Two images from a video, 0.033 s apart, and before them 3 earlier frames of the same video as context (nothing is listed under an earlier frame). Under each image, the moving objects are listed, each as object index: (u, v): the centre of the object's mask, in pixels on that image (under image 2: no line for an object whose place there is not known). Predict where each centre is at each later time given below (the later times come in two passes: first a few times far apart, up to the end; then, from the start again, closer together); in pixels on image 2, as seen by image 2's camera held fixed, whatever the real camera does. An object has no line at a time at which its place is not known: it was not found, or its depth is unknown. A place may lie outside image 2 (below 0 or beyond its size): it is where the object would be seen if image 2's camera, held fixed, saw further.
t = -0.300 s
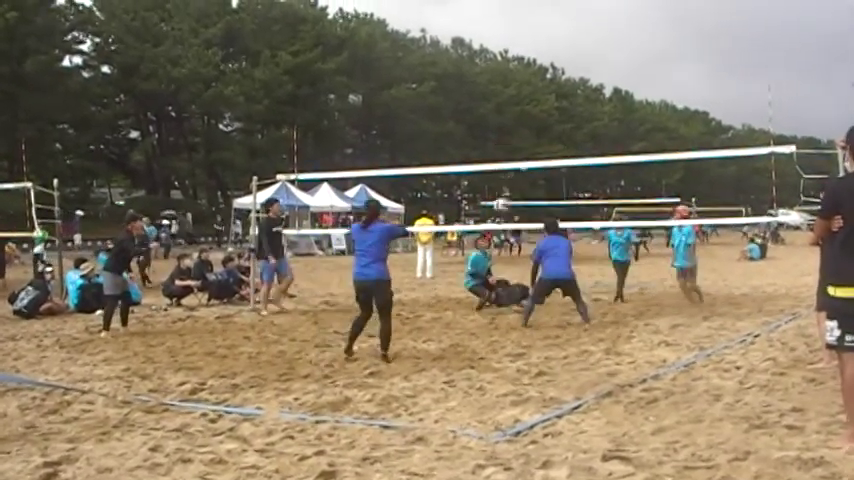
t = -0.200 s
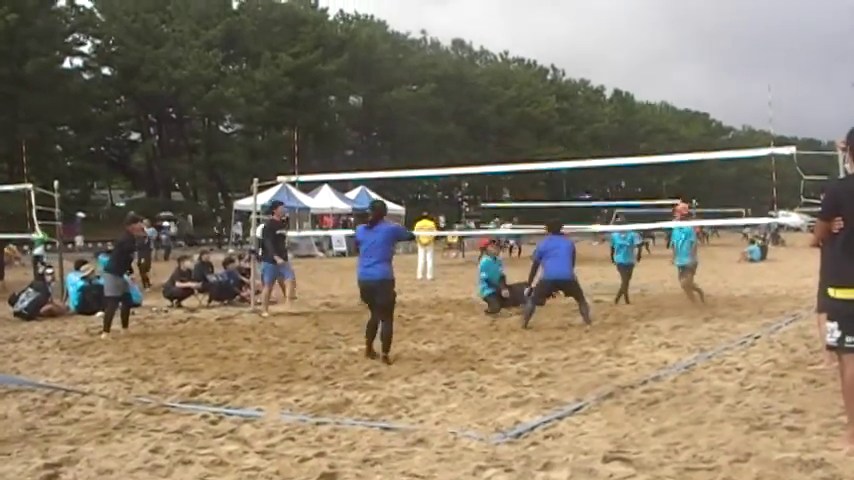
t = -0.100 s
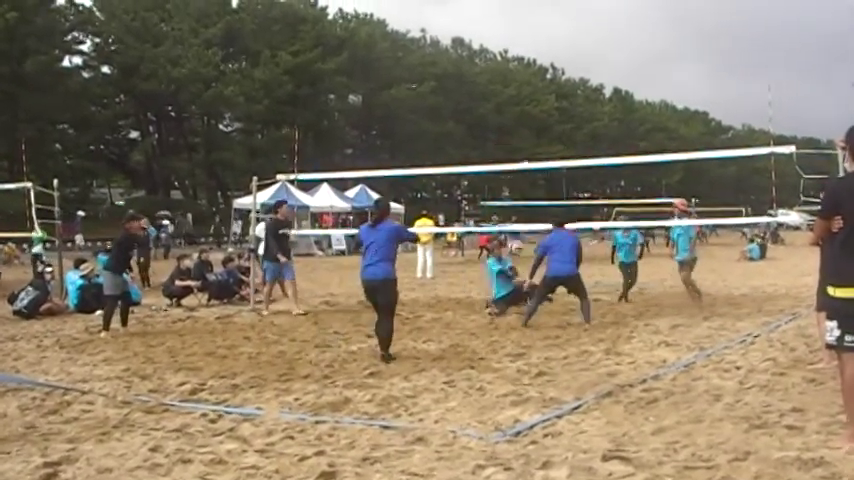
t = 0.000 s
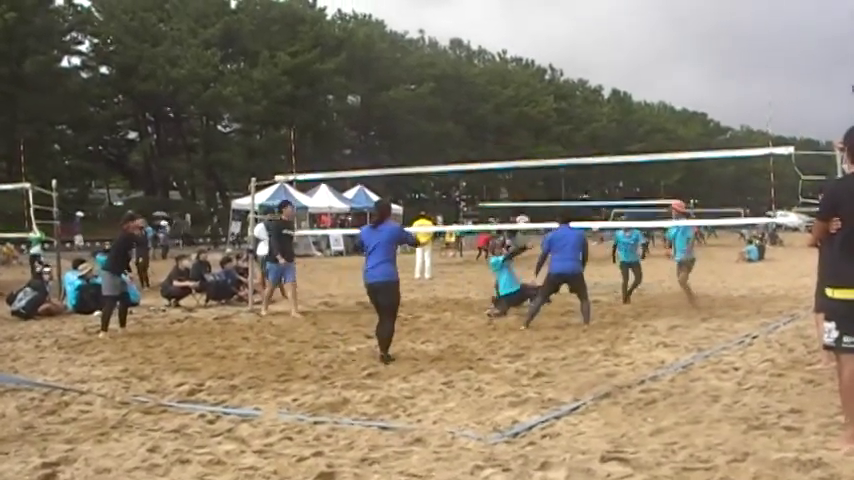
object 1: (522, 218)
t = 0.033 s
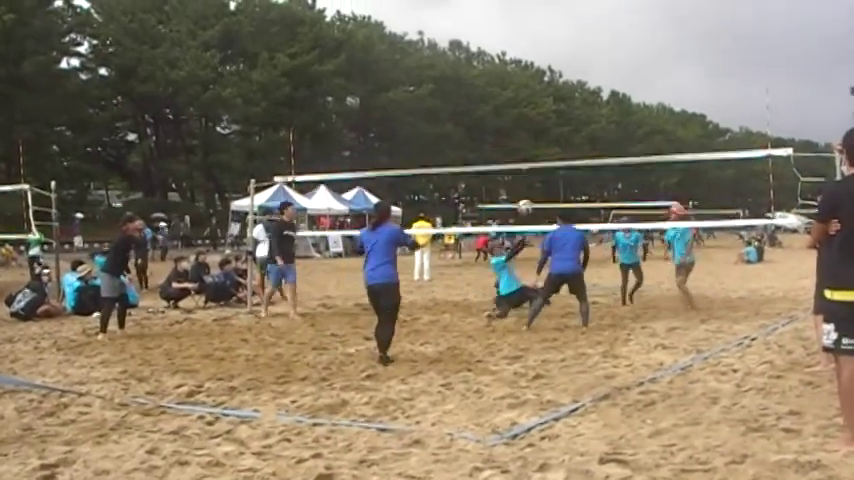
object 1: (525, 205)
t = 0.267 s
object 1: (544, 104)
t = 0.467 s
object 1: (560, 52)
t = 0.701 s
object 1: (574, 26)
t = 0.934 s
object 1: (588, 34)
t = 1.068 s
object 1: (593, 55)
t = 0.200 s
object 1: (539, 130)
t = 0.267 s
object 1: (544, 104)
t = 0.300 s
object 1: (547, 94)
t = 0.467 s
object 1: (560, 52)
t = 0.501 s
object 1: (562, 46)
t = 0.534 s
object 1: (564, 41)
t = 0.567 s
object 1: (566, 36)
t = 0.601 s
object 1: (569, 32)
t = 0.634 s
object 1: (570, 29)
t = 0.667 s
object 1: (572, 27)
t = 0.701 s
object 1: (574, 26)
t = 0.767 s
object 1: (578, 24)
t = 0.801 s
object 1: (580, 25)
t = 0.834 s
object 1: (582, 26)
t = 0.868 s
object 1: (584, 28)
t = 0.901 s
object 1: (586, 31)
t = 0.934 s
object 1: (588, 34)
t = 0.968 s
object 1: (589, 39)
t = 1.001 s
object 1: (591, 45)
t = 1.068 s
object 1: (593, 55)
